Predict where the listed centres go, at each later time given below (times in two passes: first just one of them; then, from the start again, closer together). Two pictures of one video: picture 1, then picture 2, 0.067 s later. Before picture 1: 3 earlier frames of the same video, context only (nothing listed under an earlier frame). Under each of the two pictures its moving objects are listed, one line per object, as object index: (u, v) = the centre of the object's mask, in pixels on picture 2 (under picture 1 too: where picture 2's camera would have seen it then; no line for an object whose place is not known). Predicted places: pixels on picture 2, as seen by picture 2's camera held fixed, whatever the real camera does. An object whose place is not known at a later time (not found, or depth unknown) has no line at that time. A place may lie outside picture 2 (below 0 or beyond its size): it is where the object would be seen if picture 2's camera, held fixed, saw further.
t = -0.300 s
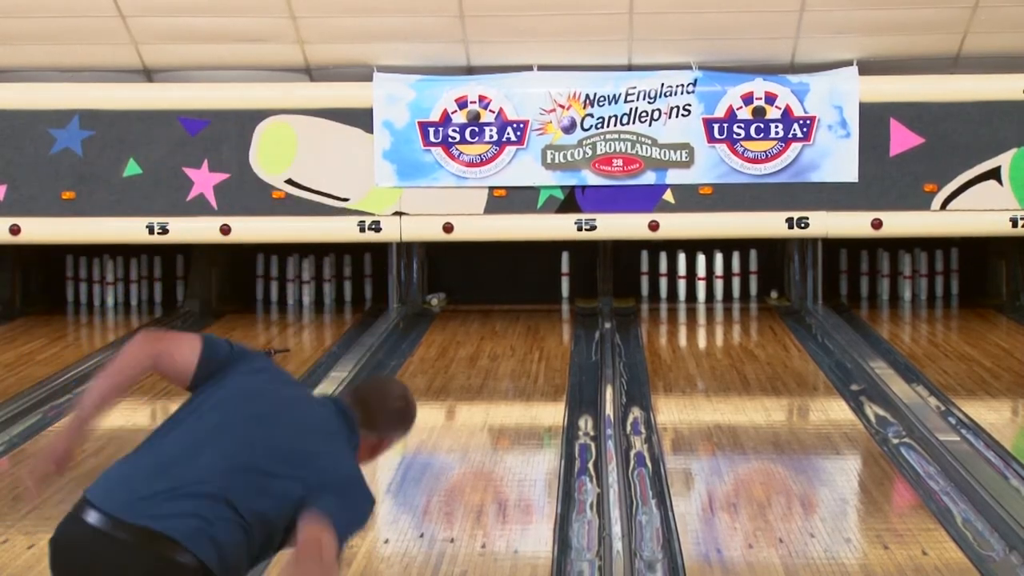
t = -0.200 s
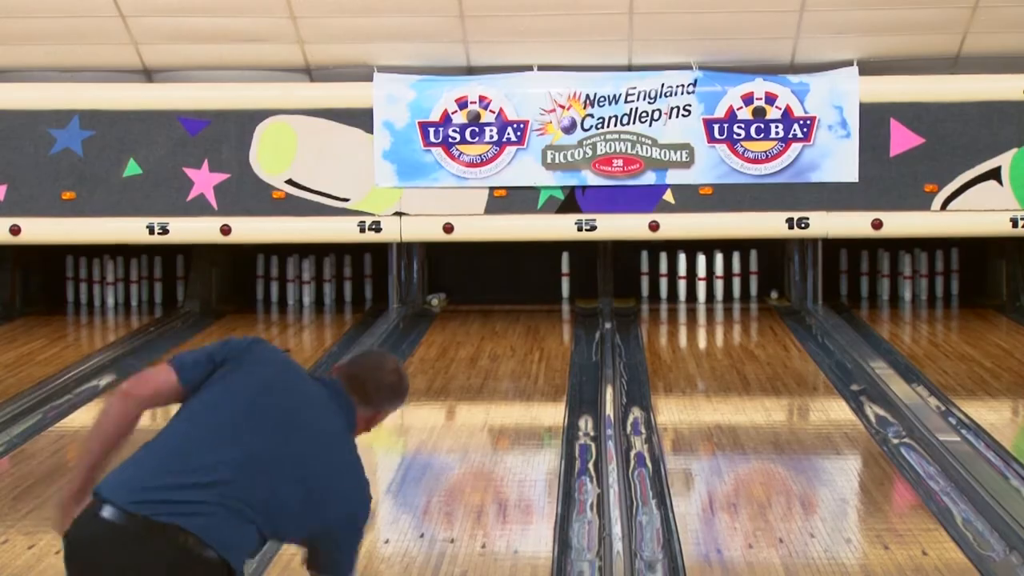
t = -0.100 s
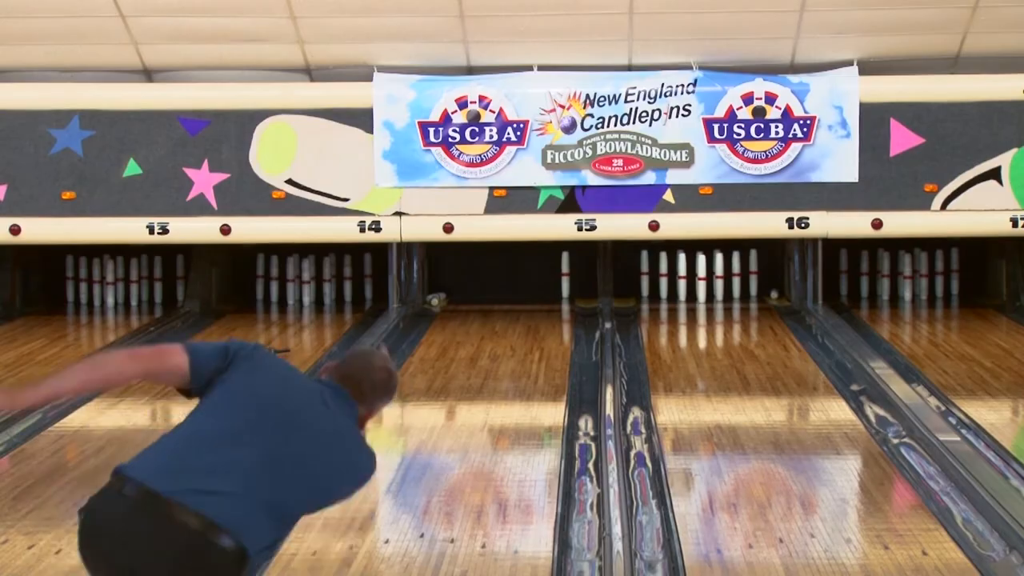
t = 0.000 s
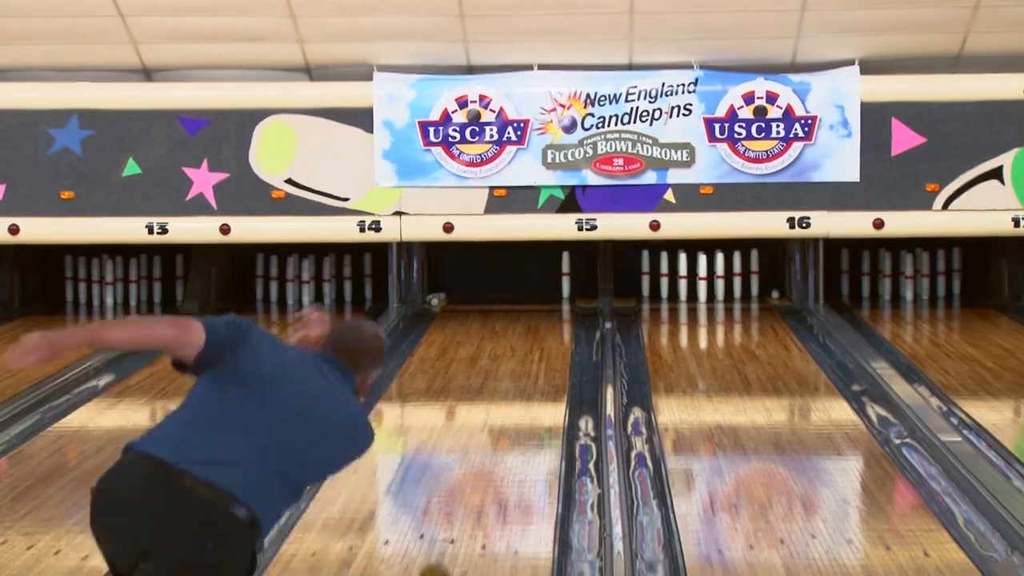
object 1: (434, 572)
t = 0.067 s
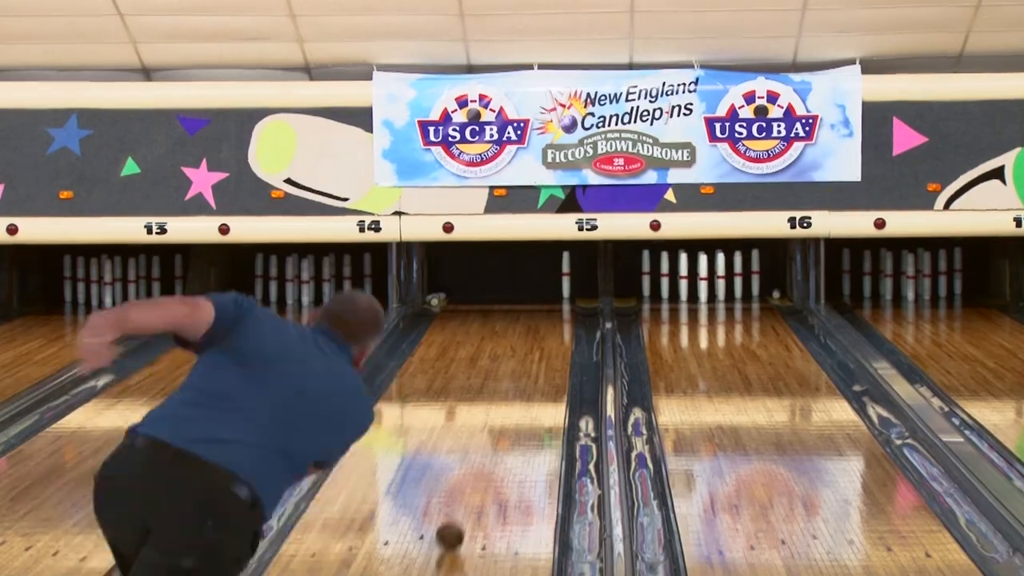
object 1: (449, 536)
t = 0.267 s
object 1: (486, 443)
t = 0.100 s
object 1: (457, 516)
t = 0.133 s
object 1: (463, 500)
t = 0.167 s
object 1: (469, 486)
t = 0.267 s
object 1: (486, 443)
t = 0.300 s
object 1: (491, 431)
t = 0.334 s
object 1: (494, 419)
